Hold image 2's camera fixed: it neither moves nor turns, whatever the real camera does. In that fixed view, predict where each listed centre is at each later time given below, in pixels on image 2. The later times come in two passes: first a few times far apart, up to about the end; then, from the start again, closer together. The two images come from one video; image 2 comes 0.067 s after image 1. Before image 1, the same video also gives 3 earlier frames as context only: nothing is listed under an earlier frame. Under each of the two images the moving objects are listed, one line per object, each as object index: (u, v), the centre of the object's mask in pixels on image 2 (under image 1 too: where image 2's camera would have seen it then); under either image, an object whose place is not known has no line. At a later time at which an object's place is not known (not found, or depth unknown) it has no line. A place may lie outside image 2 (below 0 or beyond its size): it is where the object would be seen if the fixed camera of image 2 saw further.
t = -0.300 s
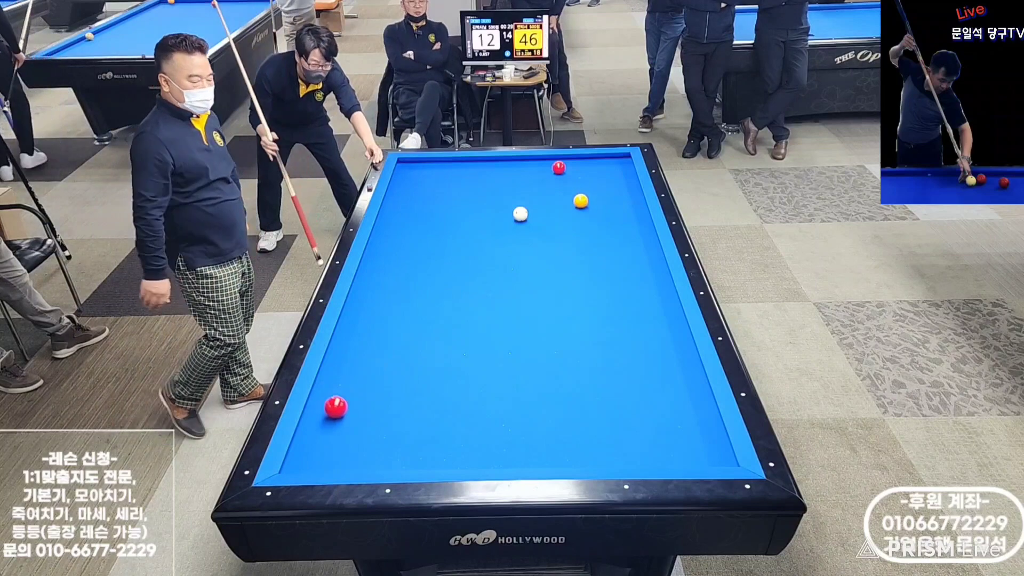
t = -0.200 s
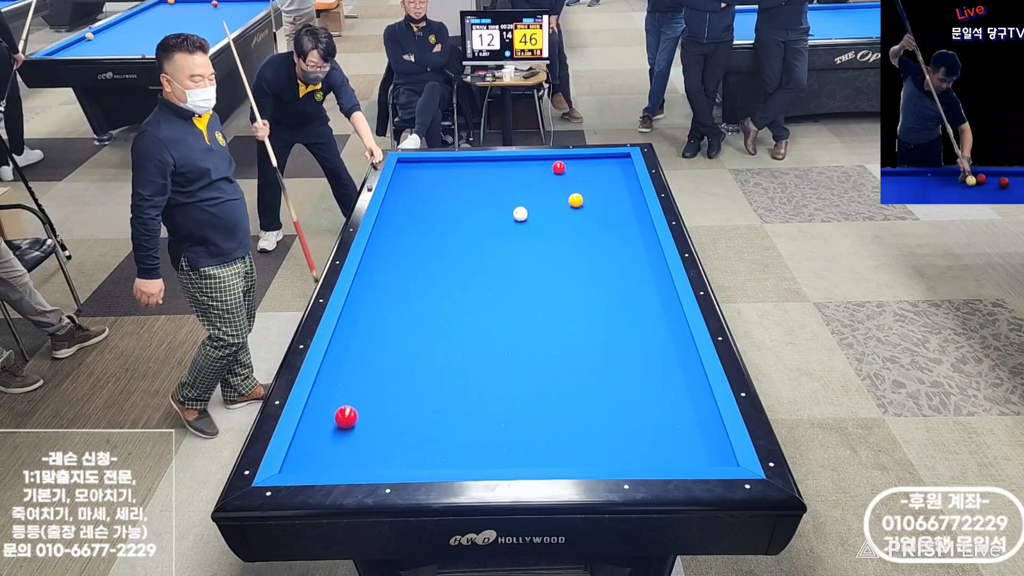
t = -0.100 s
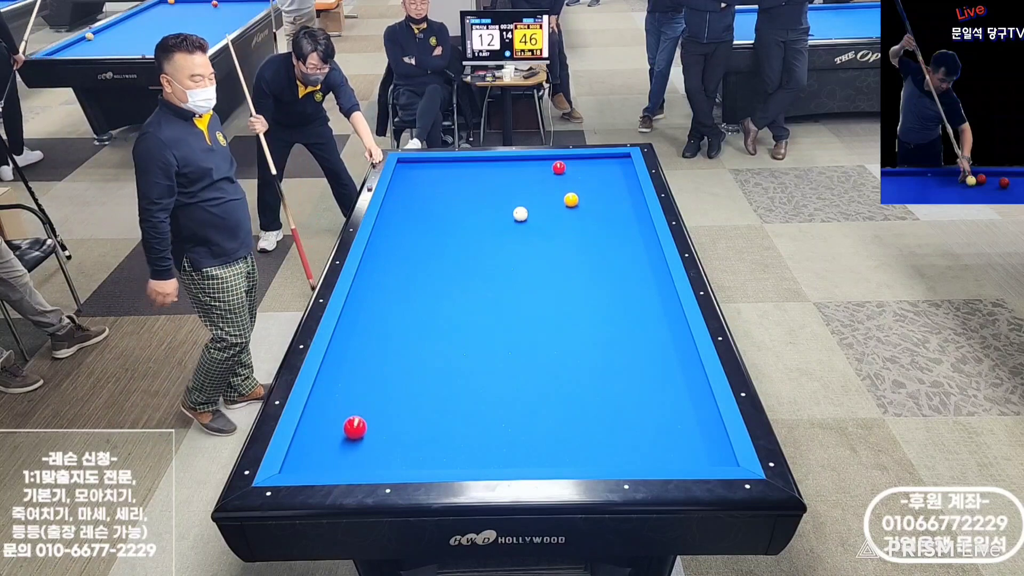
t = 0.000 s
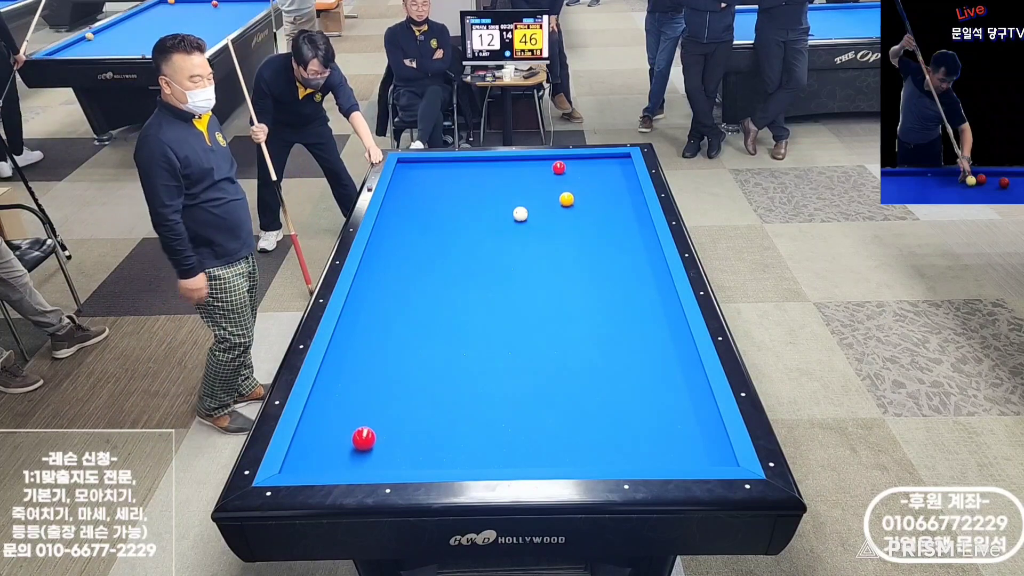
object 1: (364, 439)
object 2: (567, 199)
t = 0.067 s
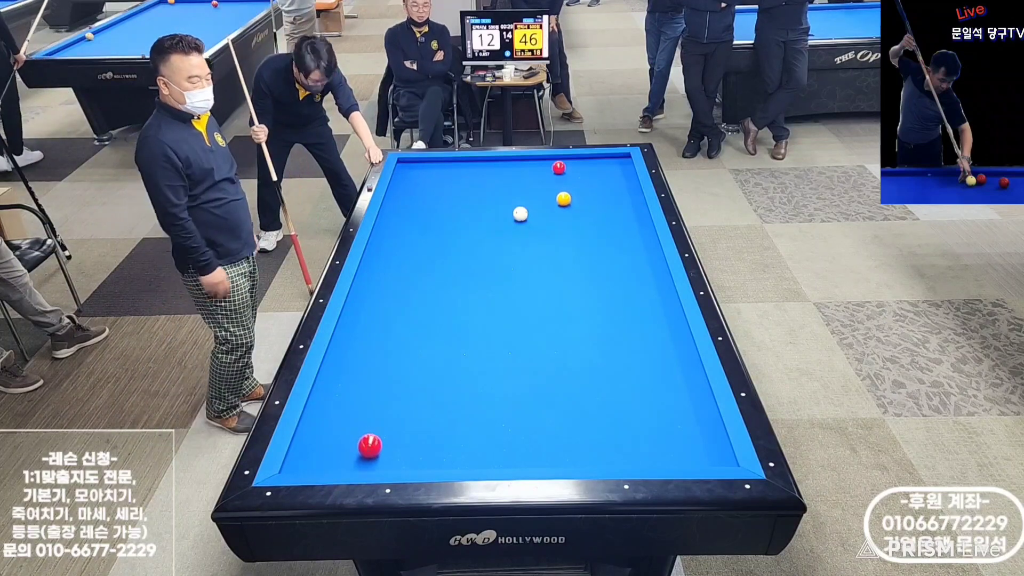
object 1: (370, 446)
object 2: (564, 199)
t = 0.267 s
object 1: (389, 461)
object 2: (555, 198)
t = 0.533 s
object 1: (413, 445)
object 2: (543, 196)
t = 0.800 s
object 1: (435, 430)
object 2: (533, 195)
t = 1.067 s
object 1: (455, 416)
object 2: (523, 194)
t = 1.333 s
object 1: (473, 404)
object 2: (514, 193)
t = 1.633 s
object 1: (491, 391)
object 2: (504, 192)
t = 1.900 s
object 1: (506, 381)
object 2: (497, 191)
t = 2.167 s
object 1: (520, 371)
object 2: (489, 190)
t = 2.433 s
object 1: (532, 362)
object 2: (483, 189)
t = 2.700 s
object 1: (544, 354)
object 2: (477, 188)
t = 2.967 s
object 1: (554, 347)
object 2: (471, 188)
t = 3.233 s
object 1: (564, 339)
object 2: (466, 187)
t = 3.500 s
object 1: (573, 333)
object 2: (462, 187)
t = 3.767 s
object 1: (581, 327)
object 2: (458, 186)
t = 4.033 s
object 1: (588, 322)
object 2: (454, 186)
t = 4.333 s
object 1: (595, 316)
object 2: (451, 186)
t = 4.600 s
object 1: (600, 312)
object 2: (449, 186)
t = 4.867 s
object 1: (606, 308)
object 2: (448, 186)
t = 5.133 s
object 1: (610, 305)
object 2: (447, 186)
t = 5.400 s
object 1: (614, 302)
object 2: (446, 186)
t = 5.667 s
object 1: (617, 299)
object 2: (446, 186)
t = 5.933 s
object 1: (620, 297)
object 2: (446, 186)
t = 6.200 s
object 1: (623, 295)
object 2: (446, 186)
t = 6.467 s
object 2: (446, 186)
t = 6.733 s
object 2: (446, 186)
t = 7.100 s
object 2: (446, 186)
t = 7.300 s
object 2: (446, 186)
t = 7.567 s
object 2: (446, 186)
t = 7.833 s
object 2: (446, 186)
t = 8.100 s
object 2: (446, 186)
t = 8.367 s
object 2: (446, 186)
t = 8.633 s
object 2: (446, 186)
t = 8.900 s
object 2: (446, 186)
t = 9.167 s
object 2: (446, 186)
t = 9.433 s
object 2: (446, 186)
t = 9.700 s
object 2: (446, 186)
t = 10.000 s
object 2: (446, 186)
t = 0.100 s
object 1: (373, 450)
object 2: (562, 199)
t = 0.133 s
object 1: (376, 454)
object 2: (561, 198)
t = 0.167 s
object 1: (379, 458)
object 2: (559, 198)
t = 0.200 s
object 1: (382, 460)
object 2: (558, 198)
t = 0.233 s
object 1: (386, 462)
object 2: (556, 198)
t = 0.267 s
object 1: (389, 461)
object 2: (555, 198)
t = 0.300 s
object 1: (392, 459)
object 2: (553, 198)
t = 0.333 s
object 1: (395, 457)
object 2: (552, 197)
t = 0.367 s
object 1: (398, 454)
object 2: (550, 197)
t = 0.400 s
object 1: (401, 452)
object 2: (549, 197)
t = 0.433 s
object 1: (404, 450)
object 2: (548, 197)
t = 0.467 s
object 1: (407, 449)
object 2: (546, 197)
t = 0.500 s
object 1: (410, 447)
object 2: (545, 197)
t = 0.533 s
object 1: (413, 445)
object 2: (543, 196)
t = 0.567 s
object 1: (416, 443)
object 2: (542, 196)
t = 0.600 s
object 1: (418, 441)
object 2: (541, 196)
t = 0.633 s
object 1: (421, 439)
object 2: (539, 196)
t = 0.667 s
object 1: (424, 437)
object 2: (538, 196)
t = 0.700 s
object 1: (426, 436)
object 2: (537, 196)
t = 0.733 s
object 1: (429, 433)
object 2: (536, 195)
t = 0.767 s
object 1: (432, 432)
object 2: (534, 195)
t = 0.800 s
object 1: (435, 430)
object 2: (533, 195)
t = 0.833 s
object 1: (437, 428)
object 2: (532, 195)
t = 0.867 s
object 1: (440, 426)
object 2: (531, 195)
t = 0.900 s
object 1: (442, 425)
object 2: (529, 195)
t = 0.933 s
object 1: (445, 423)
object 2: (528, 195)
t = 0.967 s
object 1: (447, 422)
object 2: (527, 194)
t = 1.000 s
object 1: (450, 420)
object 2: (525, 194)
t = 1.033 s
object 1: (452, 418)
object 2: (524, 194)
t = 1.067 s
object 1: (455, 416)
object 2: (523, 194)
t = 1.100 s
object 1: (457, 415)
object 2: (522, 194)
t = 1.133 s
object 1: (459, 413)
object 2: (521, 194)
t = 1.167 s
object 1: (462, 412)
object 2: (520, 193)
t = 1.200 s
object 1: (464, 410)
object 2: (518, 193)
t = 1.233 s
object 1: (466, 409)
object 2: (517, 193)
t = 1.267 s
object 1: (468, 407)
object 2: (516, 193)
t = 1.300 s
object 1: (470, 406)
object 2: (515, 193)
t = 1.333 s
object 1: (473, 404)
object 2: (514, 193)
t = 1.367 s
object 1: (475, 403)
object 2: (513, 193)
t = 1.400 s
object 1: (477, 401)
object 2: (512, 192)
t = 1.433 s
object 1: (479, 400)
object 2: (511, 192)
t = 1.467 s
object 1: (481, 398)
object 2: (510, 192)
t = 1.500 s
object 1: (483, 397)
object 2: (509, 192)
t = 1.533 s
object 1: (485, 395)
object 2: (508, 192)
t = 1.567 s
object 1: (487, 394)
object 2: (507, 192)
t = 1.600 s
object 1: (489, 393)
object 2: (505, 192)
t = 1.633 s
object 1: (491, 391)
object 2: (504, 192)
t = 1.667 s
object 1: (493, 390)
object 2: (504, 191)
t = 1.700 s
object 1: (495, 389)
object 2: (502, 191)
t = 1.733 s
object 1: (497, 387)
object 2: (501, 191)
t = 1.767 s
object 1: (499, 386)
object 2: (500, 191)
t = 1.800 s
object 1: (501, 385)
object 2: (499, 191)
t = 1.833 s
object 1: (503, 383)
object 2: (498, 191)
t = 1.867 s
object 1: (504, 382)
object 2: (498, 191)
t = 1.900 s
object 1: (506, 381)
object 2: (497, 191)
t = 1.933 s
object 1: (508, 380)
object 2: (496, 191)
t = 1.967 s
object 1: (510, 378)
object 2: (495, 190)
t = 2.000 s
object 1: (511, 377)
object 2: (494, 190)
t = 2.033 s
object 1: (513, 376)
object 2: (493, 190)
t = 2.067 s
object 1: (515, 375)
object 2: (492, 190)
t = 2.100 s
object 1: (517, 373)
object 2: (491, 190)
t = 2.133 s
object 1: (518, 372)
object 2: (490, 190)
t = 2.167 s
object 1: (520, 371)
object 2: (489, 190)
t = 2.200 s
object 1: (521, 370)
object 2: (489, 190)
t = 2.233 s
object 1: (523, 369)
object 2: (488, 189)
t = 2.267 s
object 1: (525, 368)
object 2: (487, 189)
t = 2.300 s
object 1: (526, 367)
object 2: (486, 189)
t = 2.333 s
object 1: (528, 365)
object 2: (485, 189)
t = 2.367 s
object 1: (530, 364)
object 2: (484, 189)
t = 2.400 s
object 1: (531, 363)
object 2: (484, 189)
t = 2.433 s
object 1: (532, 362)
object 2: (483, 189)
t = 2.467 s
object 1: (534, 361)
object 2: (482, 189)
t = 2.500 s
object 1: (535, 360)
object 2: (481, 189)
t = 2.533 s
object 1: (537, 359)
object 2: (480, 189)
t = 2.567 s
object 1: (538, 358)
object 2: (480, 189)
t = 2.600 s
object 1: (540, 357)
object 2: (479, 189)
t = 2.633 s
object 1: (541, 356)
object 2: (478, 188)
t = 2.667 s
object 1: (543, 355)
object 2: (478, 188)
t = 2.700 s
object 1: (544, 354)
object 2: (477, 188)
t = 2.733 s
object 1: (545, 353)
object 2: (476, 188)
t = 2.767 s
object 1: (547, 352)
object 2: (475, 188)
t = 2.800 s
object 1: (548, 351)
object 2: (475, 188)
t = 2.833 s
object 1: (549, 350)
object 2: (474, 188)
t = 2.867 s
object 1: (551, 349)
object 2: (473, 188)
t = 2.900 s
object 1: (552, 348)
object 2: (472, 188)
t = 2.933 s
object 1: (553, 347)
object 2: (472, 188)
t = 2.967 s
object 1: (554, 347)
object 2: (471, 188)
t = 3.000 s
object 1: (556, 346)
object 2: (471, 188)
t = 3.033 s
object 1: (557, 345)
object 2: (470, 187)
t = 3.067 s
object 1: (558, 344)
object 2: (469, 187)
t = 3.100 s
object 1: (559, 343)
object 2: (469, 187)
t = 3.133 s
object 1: (561, 342)
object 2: (468, 187)
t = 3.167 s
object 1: (562, 341)
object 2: (467, 187)
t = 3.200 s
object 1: (563, 340)
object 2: (467, 187)
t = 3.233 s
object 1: (564, 339)
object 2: (466, 187)
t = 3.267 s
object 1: (565, 339)
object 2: (466, 187)
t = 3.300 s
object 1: (566, 338)
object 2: (465, 187)
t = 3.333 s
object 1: (567, 337)
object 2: (464, 187)
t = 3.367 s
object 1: (569, 336)
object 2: (464, 187)
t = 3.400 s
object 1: (570, 335)
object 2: (463, 187)
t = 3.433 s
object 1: (570, 335)
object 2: (463, 187)
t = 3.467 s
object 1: (571, 334)
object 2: (462, 187)
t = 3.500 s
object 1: (573, 333)
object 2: (462, 187)
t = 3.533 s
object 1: (574, 332)
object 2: (461, 187)
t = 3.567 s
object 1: (575, 332)
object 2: (461, 187)
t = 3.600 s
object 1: (576, 331)
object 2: (460, 187)
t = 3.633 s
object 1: (577, 330)
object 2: (460, 187)
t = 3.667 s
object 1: (577, 329)
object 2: (459, 187)
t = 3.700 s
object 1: (579, 329)
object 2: (459, 187)
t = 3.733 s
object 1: (580, 328)
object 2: (458, 186)
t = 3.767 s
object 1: (581, 327)
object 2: (458, 186)
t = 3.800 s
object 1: (582, 327)
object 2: (457, 186)
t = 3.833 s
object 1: (583, 326)
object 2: (457, 186)
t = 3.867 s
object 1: (583, 325)
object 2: (456, 186)
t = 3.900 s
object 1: (584, 324)
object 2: (456, 186)
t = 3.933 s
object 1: (585, 324)
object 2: (456, 186)
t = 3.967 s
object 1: (586, 323)
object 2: (455, 186)
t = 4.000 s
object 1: (587, 323)
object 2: (455, 186)
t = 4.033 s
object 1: (588, 322)
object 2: (454, 186)
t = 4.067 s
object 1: (588, 321)
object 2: (454, 186)
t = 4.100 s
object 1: (589, 321)
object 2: (454, 186)
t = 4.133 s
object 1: (590, 320)
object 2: (453, 186)
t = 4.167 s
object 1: (591, 319)
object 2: (453, 186)
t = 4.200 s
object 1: (592, 319)
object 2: (453, 186)
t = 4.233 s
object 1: (592, 318)
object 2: (452, 186)
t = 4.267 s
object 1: (593, 318)
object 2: (452, 186)
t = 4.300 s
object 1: (594, 317)
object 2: (452, 186)
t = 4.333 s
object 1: (595, 316)
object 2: (451, 186)
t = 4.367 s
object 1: (596, 316)
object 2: (451, 186)
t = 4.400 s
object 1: (596, 315)
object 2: (451, 186)
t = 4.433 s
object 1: (597, 315)
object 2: (450, 186)
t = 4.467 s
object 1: (598, 314)
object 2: (450, 186)
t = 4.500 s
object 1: (598, 314)
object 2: (450, 186)
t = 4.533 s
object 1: (599, 313)
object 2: (450, 186)
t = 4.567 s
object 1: (600, 313)
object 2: (449, 186)
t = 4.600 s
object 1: (600, 312)
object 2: (449, 186)
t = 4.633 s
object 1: (601, 312)
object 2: (449, 186)
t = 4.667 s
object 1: (602, 311)
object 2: (449, 186)
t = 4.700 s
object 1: (602, 311)
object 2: (448, 186)
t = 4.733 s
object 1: (603, 310)
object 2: (448, 186)
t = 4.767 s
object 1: (604, 310)
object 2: (448, 186)
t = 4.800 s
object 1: (604, 309)
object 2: (448, 186)
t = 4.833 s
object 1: (605, 309)
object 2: (448, 186)
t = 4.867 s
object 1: (606, 308)
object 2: (448, 186)
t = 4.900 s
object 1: (606, 308)
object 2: (447, 186)
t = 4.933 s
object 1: (607, 308)
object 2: (447, 186)
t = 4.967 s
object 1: (607, 307)
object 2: (447, 186)
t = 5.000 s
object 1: (608, 307)
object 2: (447, 186)
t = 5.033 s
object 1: (608, 306)
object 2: (447, 186)
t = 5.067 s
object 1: (609, 306)
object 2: (447, 186)
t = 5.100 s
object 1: (610, 305)
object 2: (447, 186)
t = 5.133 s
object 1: (610, 305)
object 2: (447, 186)
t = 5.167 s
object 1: (611, 305)
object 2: (446, 186)
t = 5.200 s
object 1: (611, 304)
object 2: (446, 186)
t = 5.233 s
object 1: (612, 304)
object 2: (446, 186)
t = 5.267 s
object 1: (612, 304)
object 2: (446, 186)
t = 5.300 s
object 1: (613, 303)
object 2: (446, 186)
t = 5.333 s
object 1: (613, 303)
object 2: (446, 186)
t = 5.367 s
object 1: (614, 302)
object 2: (446, 186)
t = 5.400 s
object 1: (614, 302)
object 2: (446, 186)
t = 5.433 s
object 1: (615, 302)
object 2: (446, 186)
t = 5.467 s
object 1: (615, 301)
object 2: (446, 186)
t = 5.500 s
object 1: (615, 301)
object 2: (446, 186)
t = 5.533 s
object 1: (616, 301)
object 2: (446, 186)
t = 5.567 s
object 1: (616, 300)
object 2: (446, 186)
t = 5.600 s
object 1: (617, 300)
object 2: (446, 186)
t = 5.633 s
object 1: (617, 300)
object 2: (446, 186)
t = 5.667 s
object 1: (617, 299)
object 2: (446, 186)
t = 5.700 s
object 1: (618, 299)
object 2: (446, 186)
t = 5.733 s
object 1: (618, 299)
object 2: (446, 186)
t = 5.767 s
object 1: (619, 299)
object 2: (446, 186)
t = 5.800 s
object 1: (619, 298)
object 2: (446, 186)
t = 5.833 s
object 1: (619, 298)
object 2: (446, 186)
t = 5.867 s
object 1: (620, 298)
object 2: (446, 186)
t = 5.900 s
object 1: (620, 298)
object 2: (446, 186)
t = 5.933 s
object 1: (620, 297)
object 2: (446, 186)
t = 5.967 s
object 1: (621, 297)
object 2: (446, 186)
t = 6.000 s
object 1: (621, 297)
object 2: (446, 186)
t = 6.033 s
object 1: (621, 297)
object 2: (446, 186)
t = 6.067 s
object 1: (622, 296)
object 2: (446, 186)
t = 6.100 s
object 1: (622, 296)
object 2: (446, 186)
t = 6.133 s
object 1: (622, 296)
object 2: (446, 186)
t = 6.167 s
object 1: (622, 296)
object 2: (446, 186)
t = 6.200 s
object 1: (623, 295)
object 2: (446, 186)
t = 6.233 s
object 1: (623, 295)
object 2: (446, 186)
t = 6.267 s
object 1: (623, 295)
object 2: (446, 186)
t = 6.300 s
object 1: (623, 295)
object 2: (446, 186)
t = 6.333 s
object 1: (624, 295)
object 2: (446, 186)
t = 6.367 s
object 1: (624, 294)
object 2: (446, 186)
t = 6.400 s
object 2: (446, 186)
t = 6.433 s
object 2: (446, 186)
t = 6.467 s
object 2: (446, 186)
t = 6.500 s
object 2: (446, 186)
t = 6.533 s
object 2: (446, 186)
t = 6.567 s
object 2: (446, 186)
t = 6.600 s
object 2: (446, 186)
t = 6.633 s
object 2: (446, 186)
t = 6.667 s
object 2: (446, 186)
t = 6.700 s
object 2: (446, 186)
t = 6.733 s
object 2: (446, 186)
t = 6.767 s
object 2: (446, 186)
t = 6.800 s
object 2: (446, 186)
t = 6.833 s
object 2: (446, 186)
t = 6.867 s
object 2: (446, 186)
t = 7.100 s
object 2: (446, 186)
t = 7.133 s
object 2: (446, 186)
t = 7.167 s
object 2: (446, 186)
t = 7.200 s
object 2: (446, 186)
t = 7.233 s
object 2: (446, 186)
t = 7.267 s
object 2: (446, 186)
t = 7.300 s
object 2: (446, 186)
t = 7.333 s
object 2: (446, 186)
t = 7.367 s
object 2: (446, 186)
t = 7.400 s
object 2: (446, 186)
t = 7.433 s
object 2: (446, 186)
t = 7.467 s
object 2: (446, 186)
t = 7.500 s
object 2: (446, 186)
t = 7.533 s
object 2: (446, 186)
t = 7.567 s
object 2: (446, 186)
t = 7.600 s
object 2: (446, 186)
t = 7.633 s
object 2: (446, 186)
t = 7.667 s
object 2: (446, 186)
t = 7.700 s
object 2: (446, 186)
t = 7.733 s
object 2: (446, 186)
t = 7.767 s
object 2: (446, 186)
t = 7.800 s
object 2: (446, 186)
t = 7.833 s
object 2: (446, 186)
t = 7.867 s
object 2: (446, 186)
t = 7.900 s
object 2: (446, 186)
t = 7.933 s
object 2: (446, 186)
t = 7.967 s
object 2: (446, 186)
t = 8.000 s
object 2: (446, 186)
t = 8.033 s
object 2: (446, 186)
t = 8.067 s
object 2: (446, 186)
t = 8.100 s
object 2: (446, 186)
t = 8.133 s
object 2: (446, 186)
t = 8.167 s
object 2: (446, 186)
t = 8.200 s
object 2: (446, 186)
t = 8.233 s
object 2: (446, 186)
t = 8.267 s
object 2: (446, 186)
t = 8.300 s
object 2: (446, 186)
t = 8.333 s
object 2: (446, 186)
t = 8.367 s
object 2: (446, 186)
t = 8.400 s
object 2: (446, 186)
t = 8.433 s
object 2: (446, 186)
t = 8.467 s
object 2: (446, 186)
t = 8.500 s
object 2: (446, 186)
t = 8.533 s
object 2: (446, 186)
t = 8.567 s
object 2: (446, 186)
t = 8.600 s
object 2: (446, 186)
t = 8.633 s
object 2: (446, 186)
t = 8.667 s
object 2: (446, 186)
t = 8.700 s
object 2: (446, 186)
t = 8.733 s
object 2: (446, 186)
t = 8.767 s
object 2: (446, 186)
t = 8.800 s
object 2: (446, 186)
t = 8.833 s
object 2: (446, 186)
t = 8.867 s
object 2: (446, 186)
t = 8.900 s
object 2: (446, 186)
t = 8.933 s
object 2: (446, 186)
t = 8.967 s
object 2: (446, 186)
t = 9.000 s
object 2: (446, 186)
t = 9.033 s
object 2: (446, 186)
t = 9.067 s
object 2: (446, 186)
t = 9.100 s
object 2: (446, 186)
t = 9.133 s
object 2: (446, 186)
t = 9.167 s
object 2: (446, 186)
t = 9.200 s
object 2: (446, 186)
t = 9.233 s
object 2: (446, 186)
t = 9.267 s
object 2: (446, 186)
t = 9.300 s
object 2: (446, 186)
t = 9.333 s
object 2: (446, 186)
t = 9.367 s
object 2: (446, 186)
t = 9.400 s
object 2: (446, 186)
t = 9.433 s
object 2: (446, 186)
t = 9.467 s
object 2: (446, 186)
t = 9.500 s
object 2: (446, 186)
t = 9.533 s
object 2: (446, 186)
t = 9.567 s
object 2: (446, 186)
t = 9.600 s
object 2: (446, 186)
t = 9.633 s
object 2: (446, 186)
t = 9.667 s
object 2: (446, 186)
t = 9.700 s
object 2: (446, 186)
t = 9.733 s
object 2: (446, 186)
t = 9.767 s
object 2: (446, 186)
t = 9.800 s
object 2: (446, 186)
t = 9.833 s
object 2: (446, 186)
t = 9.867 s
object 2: (446, 186)
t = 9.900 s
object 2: (446, 186)
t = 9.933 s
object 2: (446, 186)
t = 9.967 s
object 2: (446, 186)
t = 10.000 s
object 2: (446, 186)
